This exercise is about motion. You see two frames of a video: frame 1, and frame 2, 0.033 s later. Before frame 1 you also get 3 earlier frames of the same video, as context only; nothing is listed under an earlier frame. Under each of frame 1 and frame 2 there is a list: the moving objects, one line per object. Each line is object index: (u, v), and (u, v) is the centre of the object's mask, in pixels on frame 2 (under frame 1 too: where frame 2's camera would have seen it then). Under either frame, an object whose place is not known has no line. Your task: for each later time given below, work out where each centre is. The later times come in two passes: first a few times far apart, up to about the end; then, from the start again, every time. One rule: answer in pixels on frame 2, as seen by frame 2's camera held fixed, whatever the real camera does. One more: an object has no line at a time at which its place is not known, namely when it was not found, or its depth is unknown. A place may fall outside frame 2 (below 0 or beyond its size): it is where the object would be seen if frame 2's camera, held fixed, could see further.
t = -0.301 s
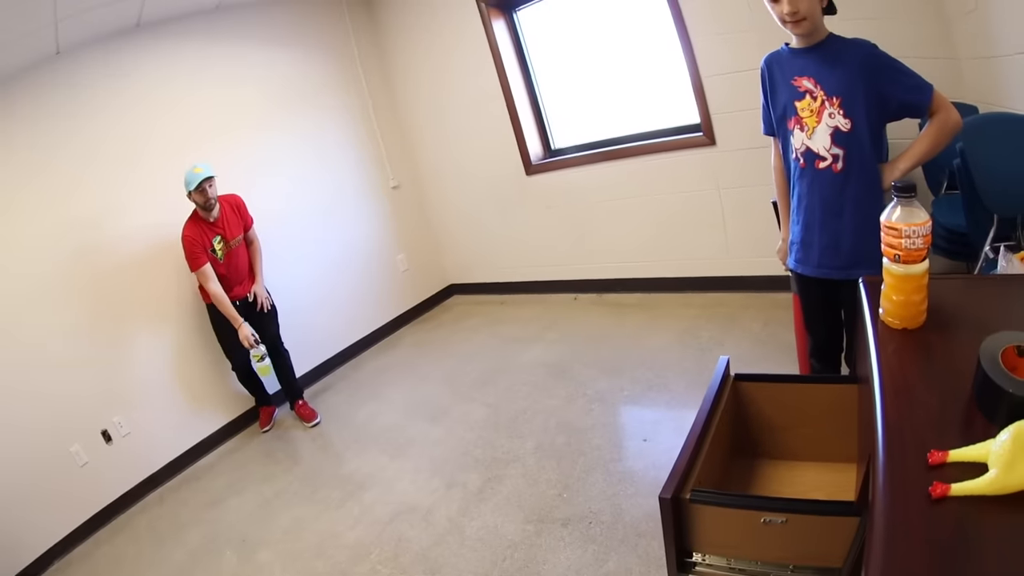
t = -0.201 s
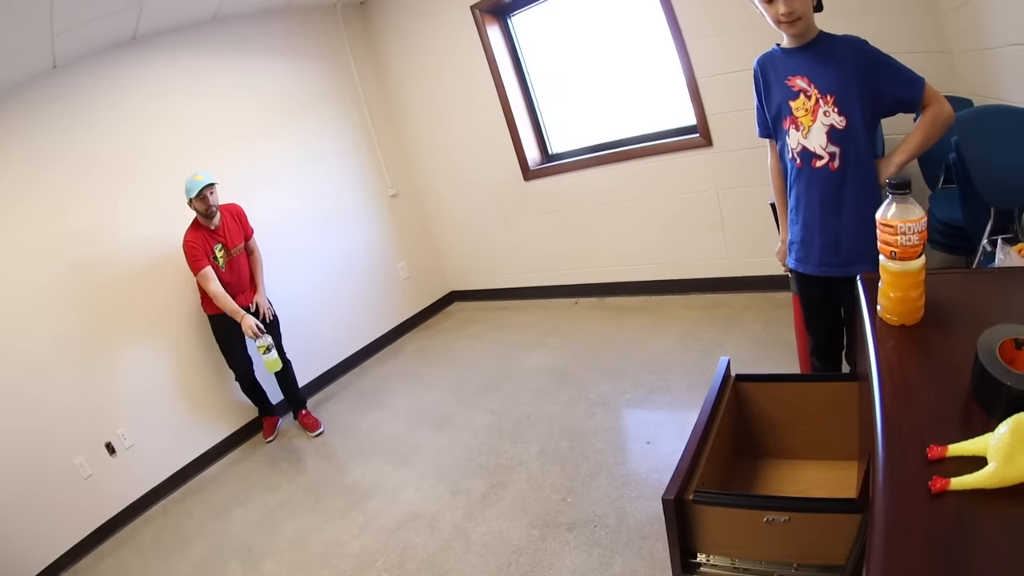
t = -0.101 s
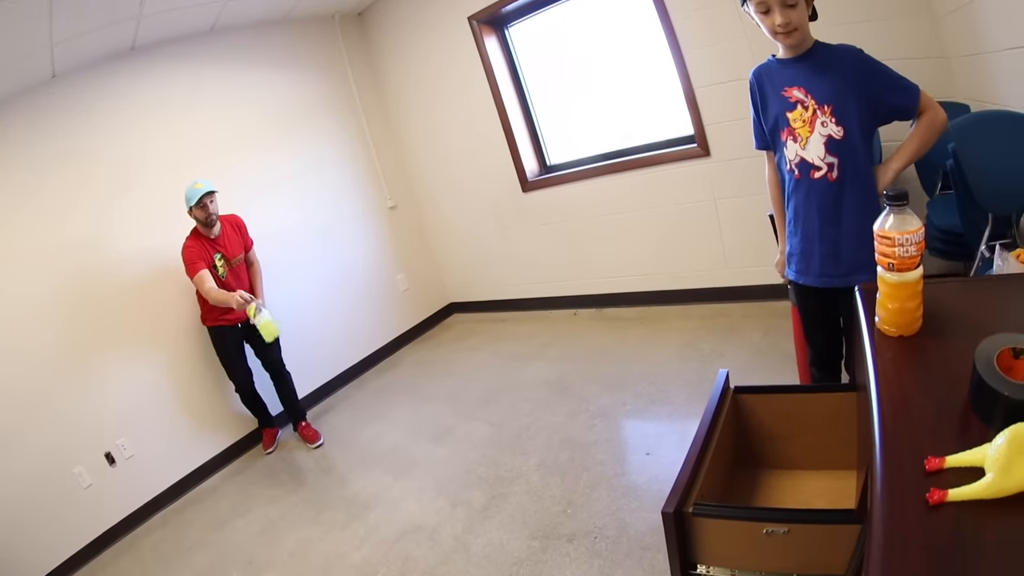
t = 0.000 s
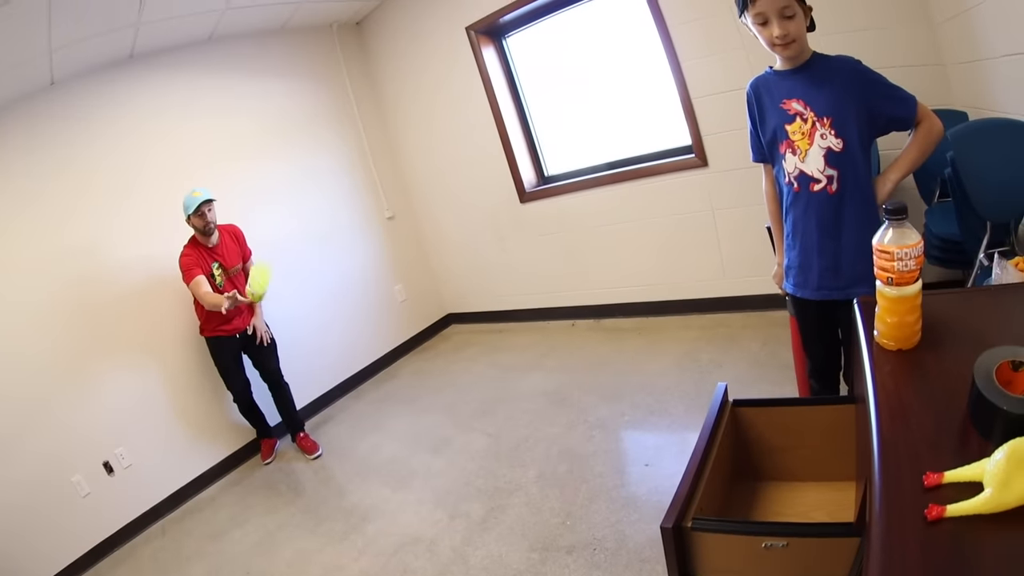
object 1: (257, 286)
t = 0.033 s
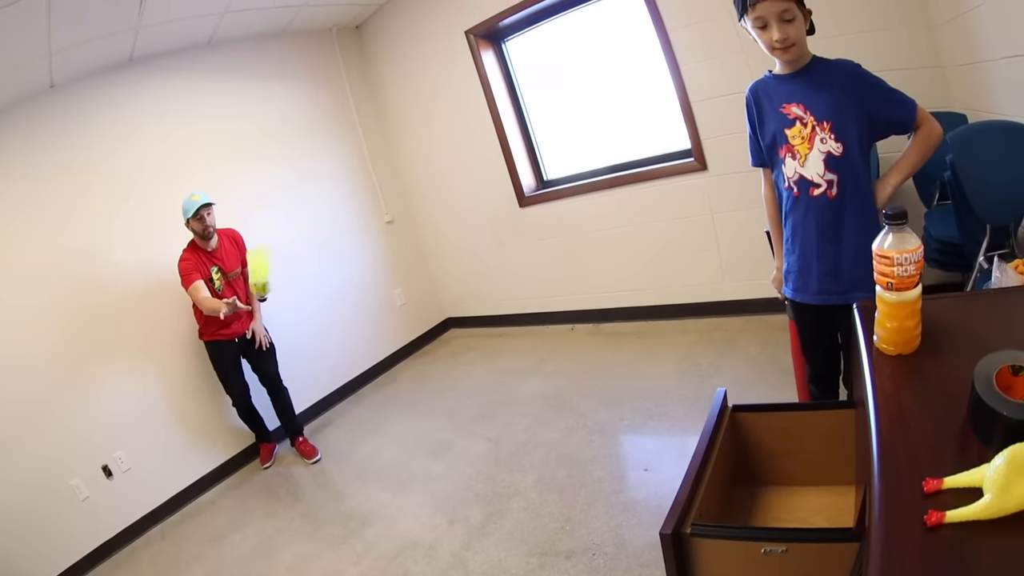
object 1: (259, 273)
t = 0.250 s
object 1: (303, 202)
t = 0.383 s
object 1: (382, 230)
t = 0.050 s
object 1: (261, 267)
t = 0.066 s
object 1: (263, 260)
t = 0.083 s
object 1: (265, 253)
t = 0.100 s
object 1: (267, 245)
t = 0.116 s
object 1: (269, 237)
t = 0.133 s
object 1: (272, 229)
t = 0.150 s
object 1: (276, 224)
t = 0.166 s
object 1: (278, 217)
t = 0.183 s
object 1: (282, 212)
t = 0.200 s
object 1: (287, 209)
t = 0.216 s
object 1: (292, 205)
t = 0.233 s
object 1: (297, 203)
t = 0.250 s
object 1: (303, 202)
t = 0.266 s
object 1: (310, 201)
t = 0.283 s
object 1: (317, 202)
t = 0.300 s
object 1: (326, 204)
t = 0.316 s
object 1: (335, 206)
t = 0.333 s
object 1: (345, 210)
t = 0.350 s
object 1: (356, 214)
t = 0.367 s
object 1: (369, 221)
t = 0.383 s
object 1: (382, 230)
